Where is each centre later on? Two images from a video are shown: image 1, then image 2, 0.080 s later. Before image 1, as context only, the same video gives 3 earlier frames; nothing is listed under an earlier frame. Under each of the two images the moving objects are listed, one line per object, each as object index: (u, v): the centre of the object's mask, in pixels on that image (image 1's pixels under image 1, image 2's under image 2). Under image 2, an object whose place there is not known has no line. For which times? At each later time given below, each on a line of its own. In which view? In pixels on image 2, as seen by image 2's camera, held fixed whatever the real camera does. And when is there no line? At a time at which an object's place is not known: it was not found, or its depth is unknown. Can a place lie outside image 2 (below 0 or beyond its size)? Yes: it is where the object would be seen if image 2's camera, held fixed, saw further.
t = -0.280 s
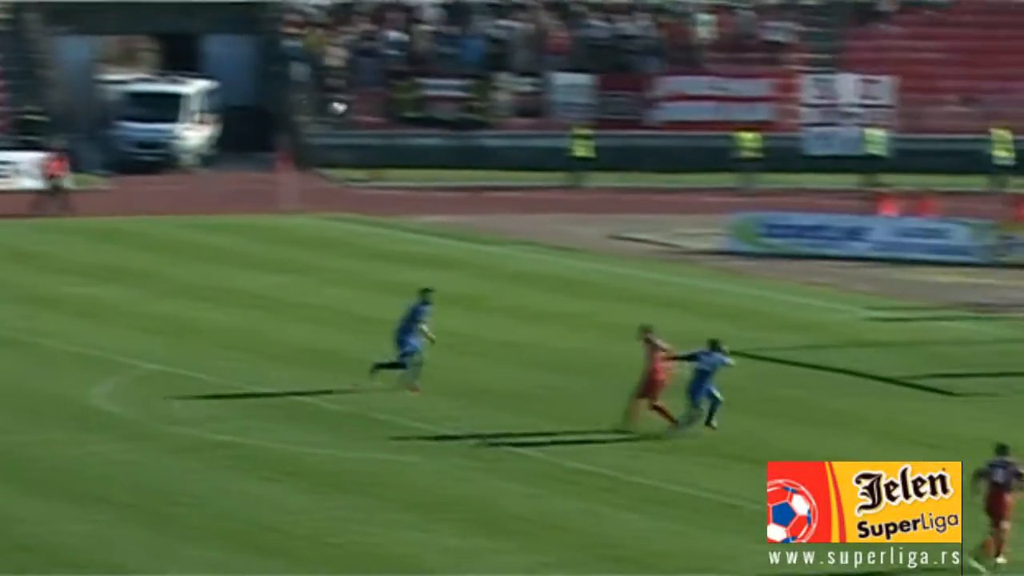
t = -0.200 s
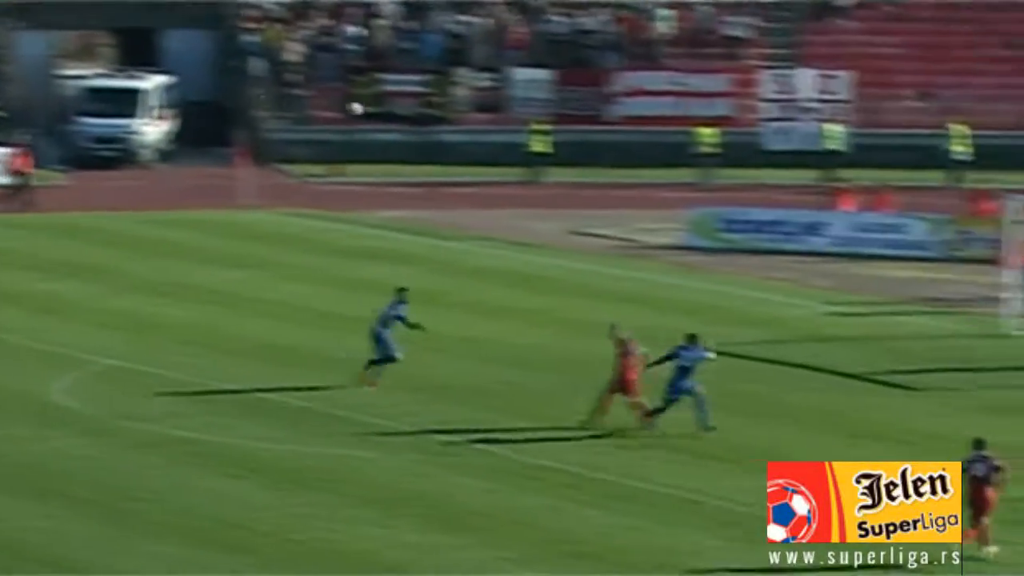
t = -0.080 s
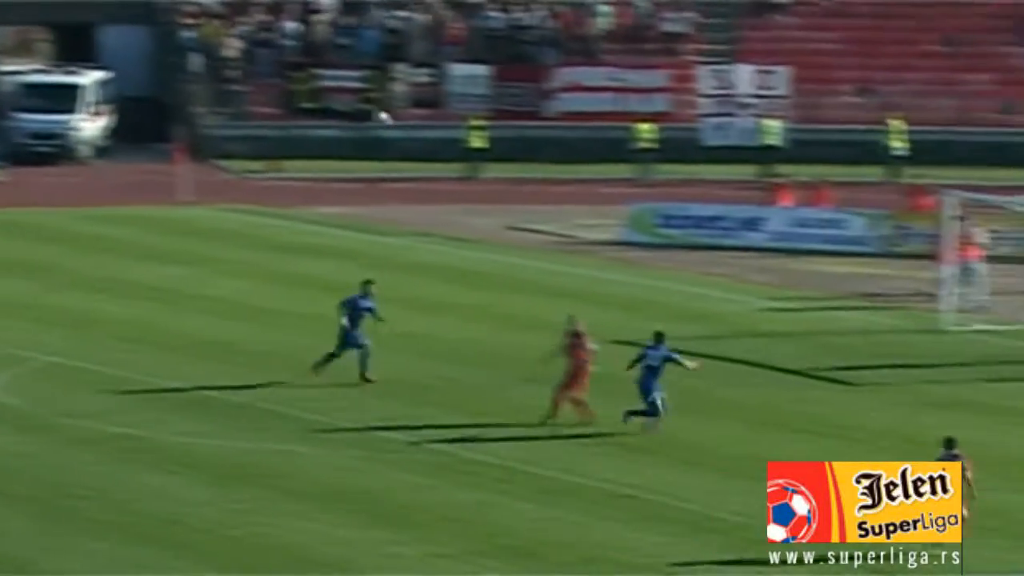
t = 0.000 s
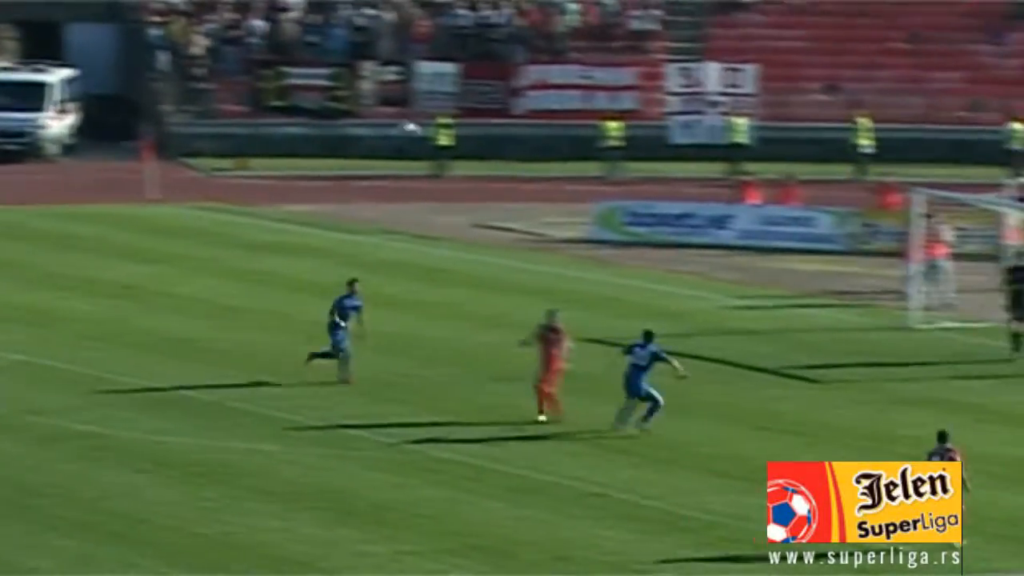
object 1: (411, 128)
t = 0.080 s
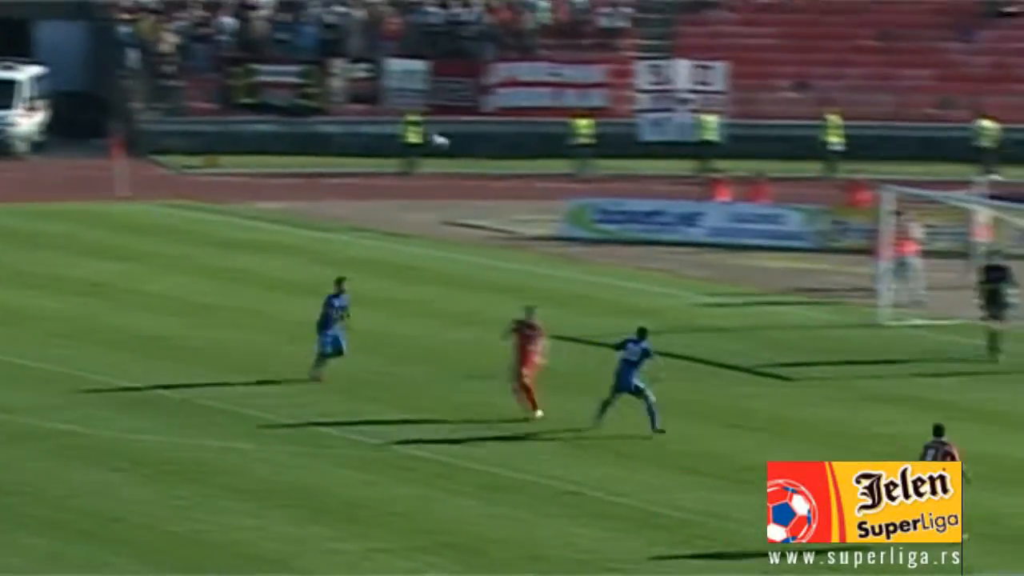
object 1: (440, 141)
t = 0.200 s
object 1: (523, 166)
